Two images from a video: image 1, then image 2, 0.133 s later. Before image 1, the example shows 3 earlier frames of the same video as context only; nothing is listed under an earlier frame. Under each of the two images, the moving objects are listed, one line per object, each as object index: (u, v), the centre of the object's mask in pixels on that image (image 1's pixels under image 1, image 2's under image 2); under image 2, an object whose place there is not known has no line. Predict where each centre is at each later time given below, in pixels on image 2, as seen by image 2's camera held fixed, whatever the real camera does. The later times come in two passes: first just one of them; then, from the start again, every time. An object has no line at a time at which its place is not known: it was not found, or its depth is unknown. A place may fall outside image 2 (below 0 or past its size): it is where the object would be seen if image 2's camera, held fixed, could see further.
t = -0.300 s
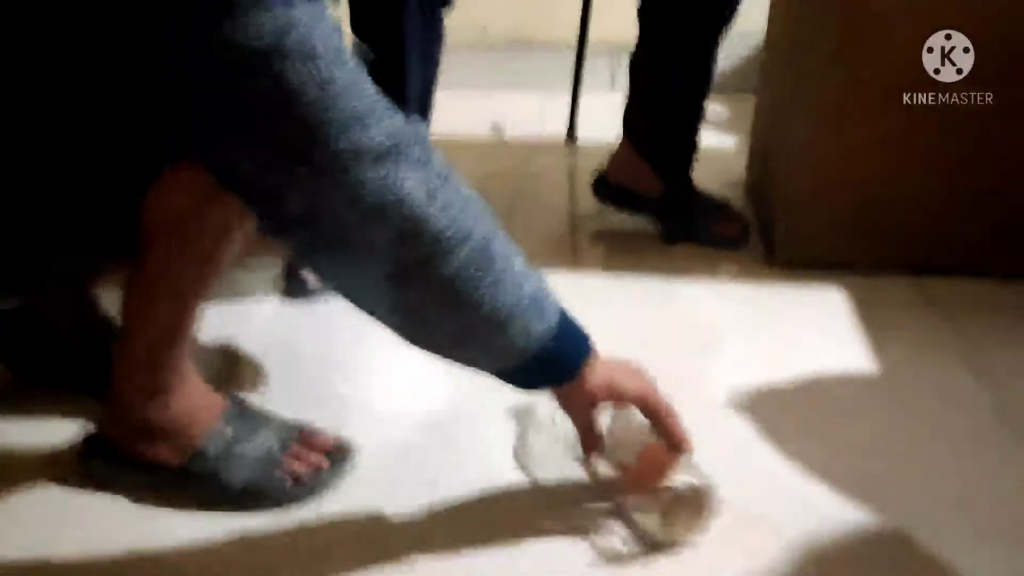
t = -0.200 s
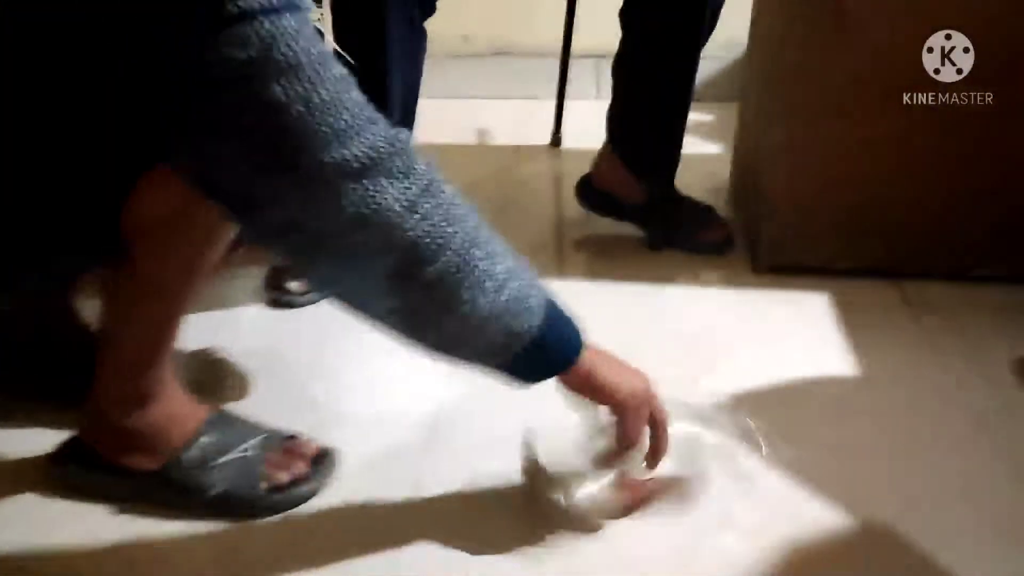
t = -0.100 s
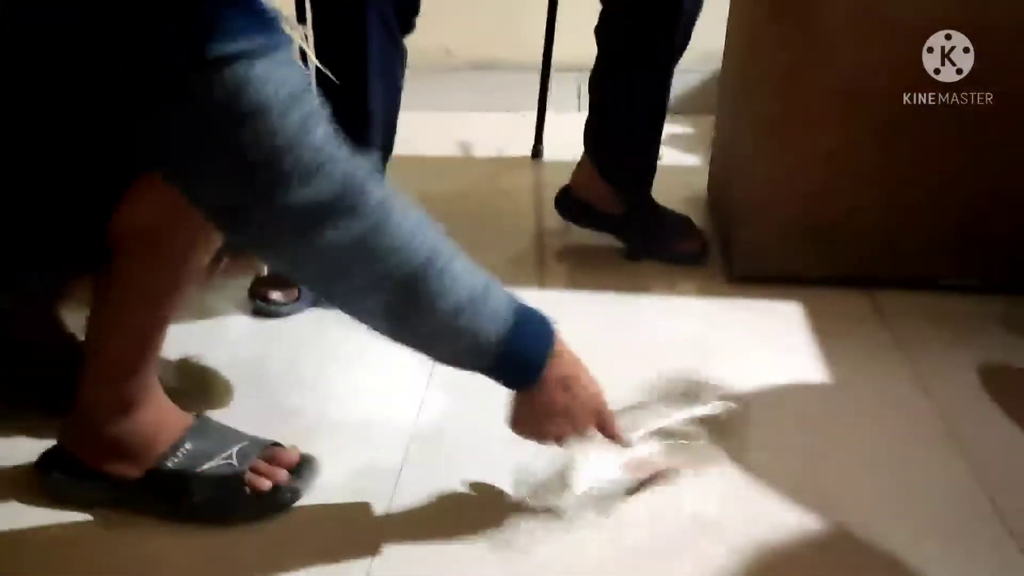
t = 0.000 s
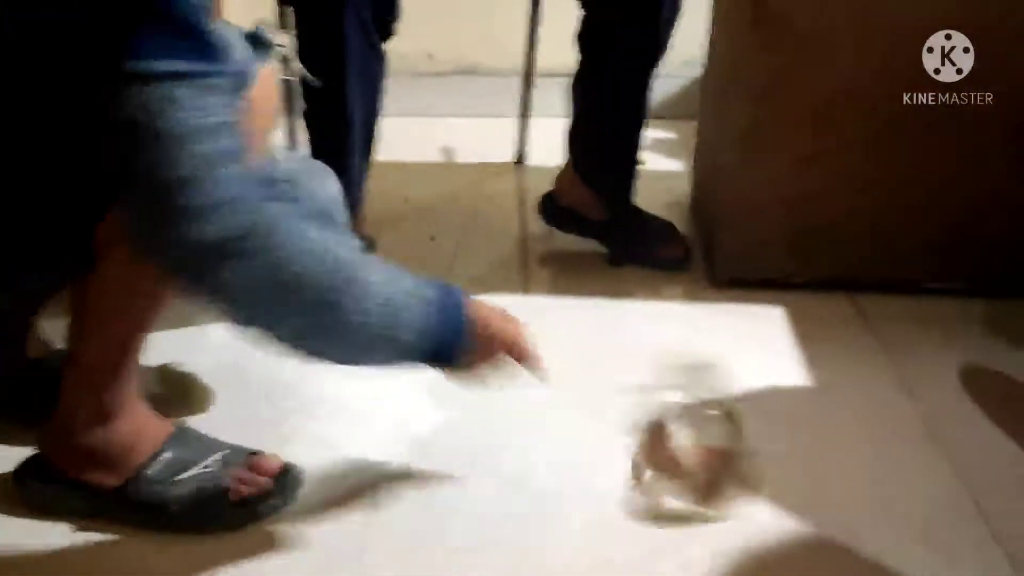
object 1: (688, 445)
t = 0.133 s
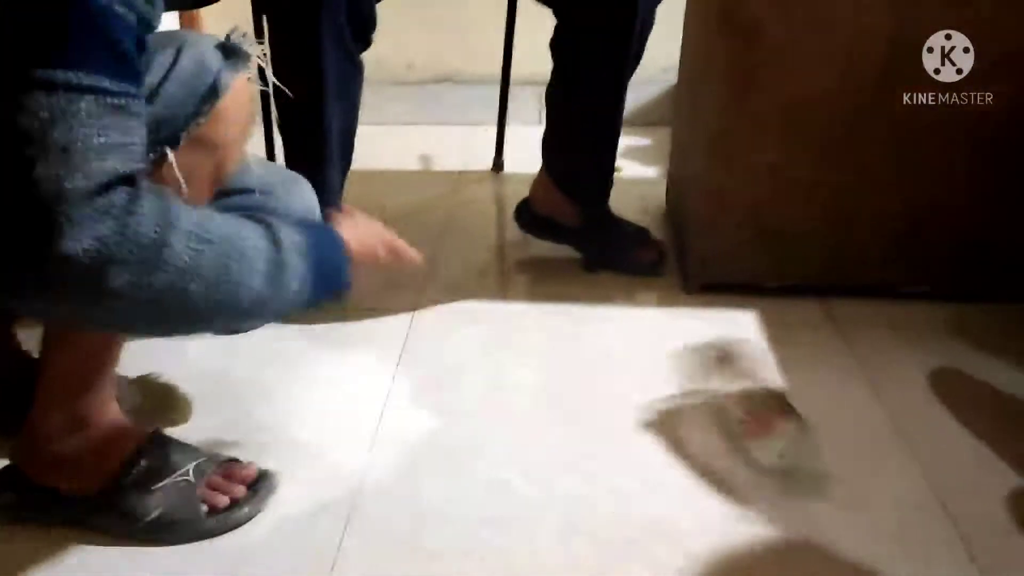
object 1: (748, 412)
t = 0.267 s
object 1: (822, 402)
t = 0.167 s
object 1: (758, 404)
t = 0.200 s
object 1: (780, 400)
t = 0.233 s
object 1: (813, 400)
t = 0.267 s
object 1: (822, 402)
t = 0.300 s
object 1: (812, 378)
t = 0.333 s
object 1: (834, 380)
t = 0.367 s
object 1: (825, 383)
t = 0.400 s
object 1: (832, 380)
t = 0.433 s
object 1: (835, 381)
